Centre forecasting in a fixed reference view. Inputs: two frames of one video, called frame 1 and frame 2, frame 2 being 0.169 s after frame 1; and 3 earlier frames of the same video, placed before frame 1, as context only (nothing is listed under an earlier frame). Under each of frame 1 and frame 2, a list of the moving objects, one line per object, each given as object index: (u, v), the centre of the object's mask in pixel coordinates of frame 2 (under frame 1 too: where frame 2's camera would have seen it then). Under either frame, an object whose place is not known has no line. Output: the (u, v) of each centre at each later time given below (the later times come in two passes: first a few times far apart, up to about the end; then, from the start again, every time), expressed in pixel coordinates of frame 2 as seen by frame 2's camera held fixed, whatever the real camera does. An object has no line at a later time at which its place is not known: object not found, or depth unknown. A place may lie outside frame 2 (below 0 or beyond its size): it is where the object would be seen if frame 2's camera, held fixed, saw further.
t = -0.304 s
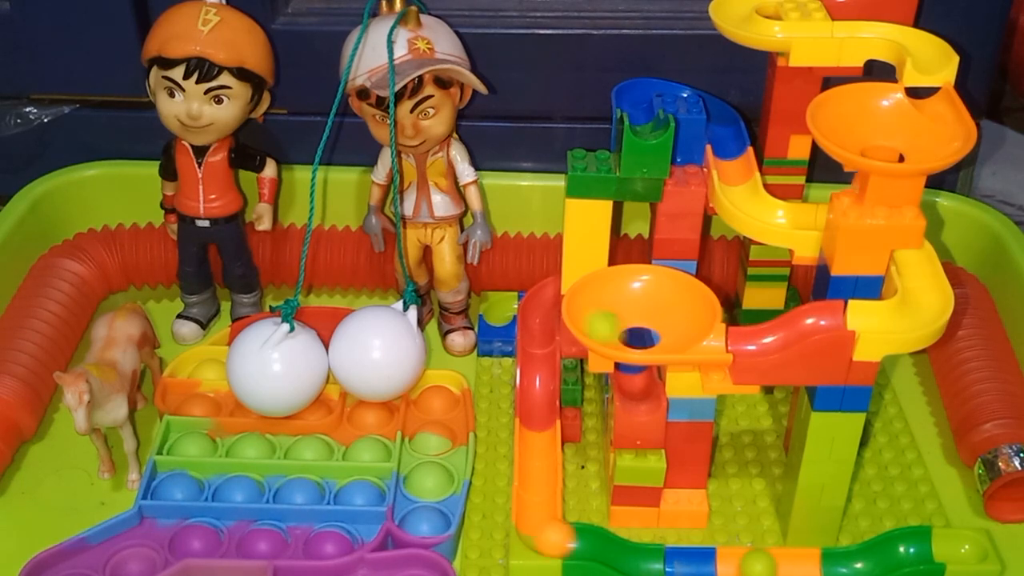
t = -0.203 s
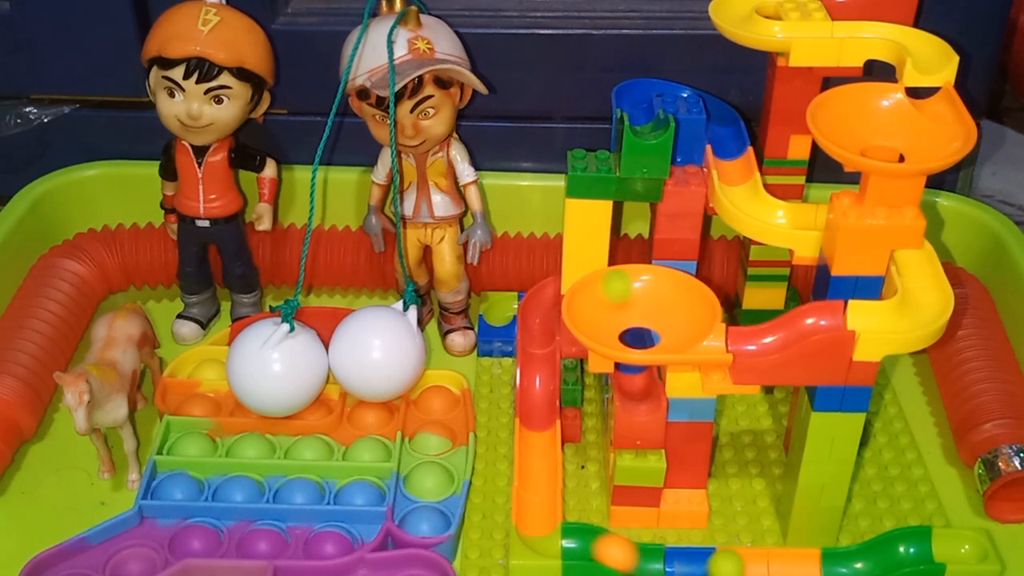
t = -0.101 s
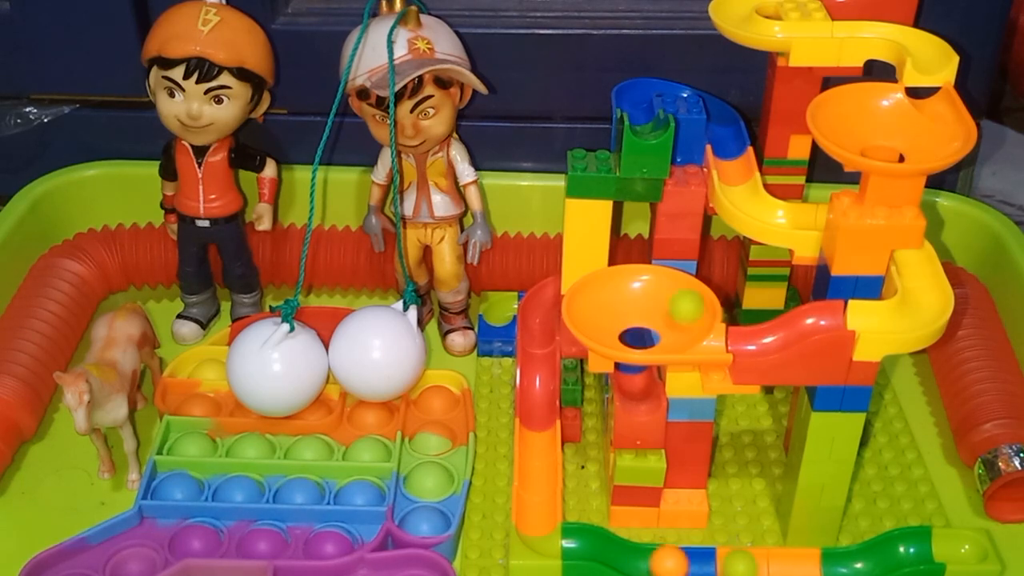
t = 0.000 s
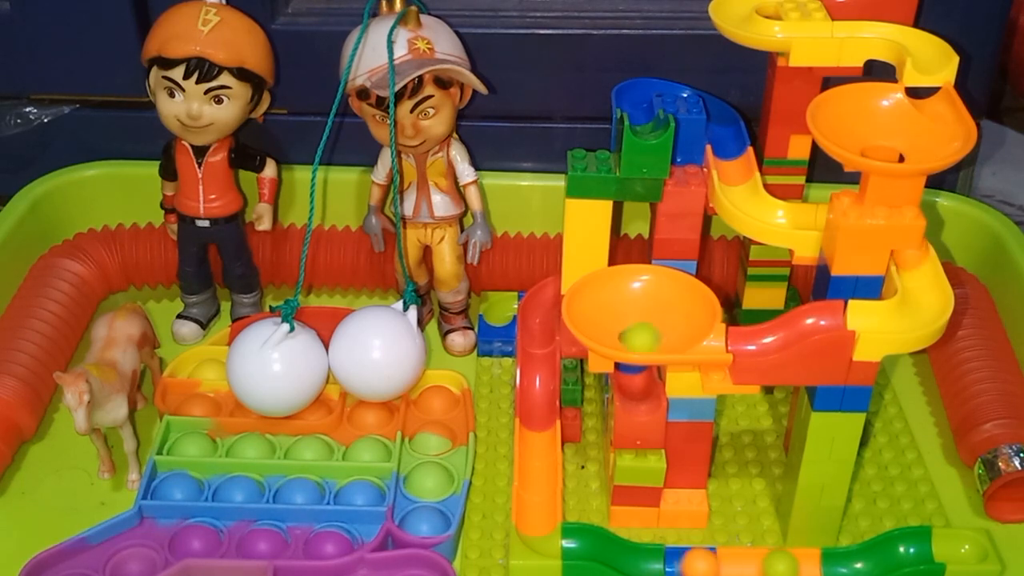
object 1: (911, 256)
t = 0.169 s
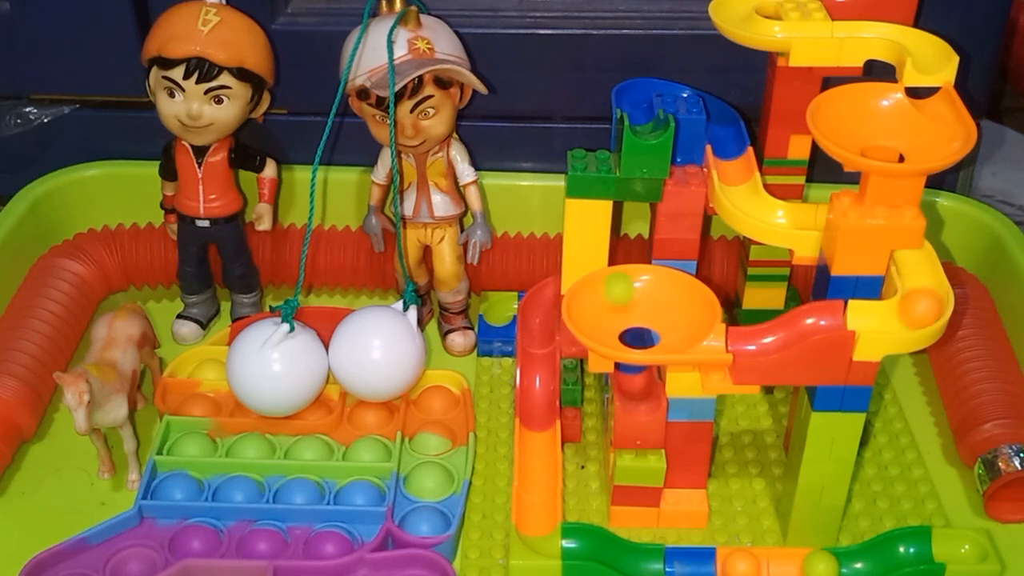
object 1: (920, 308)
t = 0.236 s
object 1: (887, 317)
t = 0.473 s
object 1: (701, 338)
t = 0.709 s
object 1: (653, 291)
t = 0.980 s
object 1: (591, 310)
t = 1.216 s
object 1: (659, 337)
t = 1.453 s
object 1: (630, 305)
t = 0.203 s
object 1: (907, 314)
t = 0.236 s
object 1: (887, 317)
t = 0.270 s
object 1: (866, 315)
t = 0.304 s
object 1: (847, 314)
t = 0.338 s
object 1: (828, 314)
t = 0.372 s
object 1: (805, 321)
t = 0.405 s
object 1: (771, 336)
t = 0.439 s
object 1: (729, 336)
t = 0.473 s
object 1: (701, 338)
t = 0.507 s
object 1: (658, 341)
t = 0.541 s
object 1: (625, 337)
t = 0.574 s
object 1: (591, 321)
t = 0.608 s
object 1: (585, 303)
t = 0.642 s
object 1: (597, 297)
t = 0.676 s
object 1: (623, 290)
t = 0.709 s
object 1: (653, 291)
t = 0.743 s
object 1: (676, 300)
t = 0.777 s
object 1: (686, 313)
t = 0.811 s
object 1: (680, 329)
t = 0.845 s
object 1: (657, 339)
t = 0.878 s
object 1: (634, 337)
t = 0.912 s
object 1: (611, 331)
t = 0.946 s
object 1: (595, 322)
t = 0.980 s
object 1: (591, 310)
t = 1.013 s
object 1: (606, 302)
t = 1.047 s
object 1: (625, 298)
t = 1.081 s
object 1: (647, 296)
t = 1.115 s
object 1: (669, 299)
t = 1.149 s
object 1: (679, 312)
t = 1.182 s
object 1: (675, 325)
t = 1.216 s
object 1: (659, 337)
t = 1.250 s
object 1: (640, 338)
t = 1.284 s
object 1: (621, 335)
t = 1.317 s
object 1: (607, 328)
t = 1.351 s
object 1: (601, 321)
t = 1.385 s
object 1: (608, 311)
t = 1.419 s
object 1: (618, 306)
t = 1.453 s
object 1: (630, 305)
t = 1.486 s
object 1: (638, 307)
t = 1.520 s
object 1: (641, 312)
